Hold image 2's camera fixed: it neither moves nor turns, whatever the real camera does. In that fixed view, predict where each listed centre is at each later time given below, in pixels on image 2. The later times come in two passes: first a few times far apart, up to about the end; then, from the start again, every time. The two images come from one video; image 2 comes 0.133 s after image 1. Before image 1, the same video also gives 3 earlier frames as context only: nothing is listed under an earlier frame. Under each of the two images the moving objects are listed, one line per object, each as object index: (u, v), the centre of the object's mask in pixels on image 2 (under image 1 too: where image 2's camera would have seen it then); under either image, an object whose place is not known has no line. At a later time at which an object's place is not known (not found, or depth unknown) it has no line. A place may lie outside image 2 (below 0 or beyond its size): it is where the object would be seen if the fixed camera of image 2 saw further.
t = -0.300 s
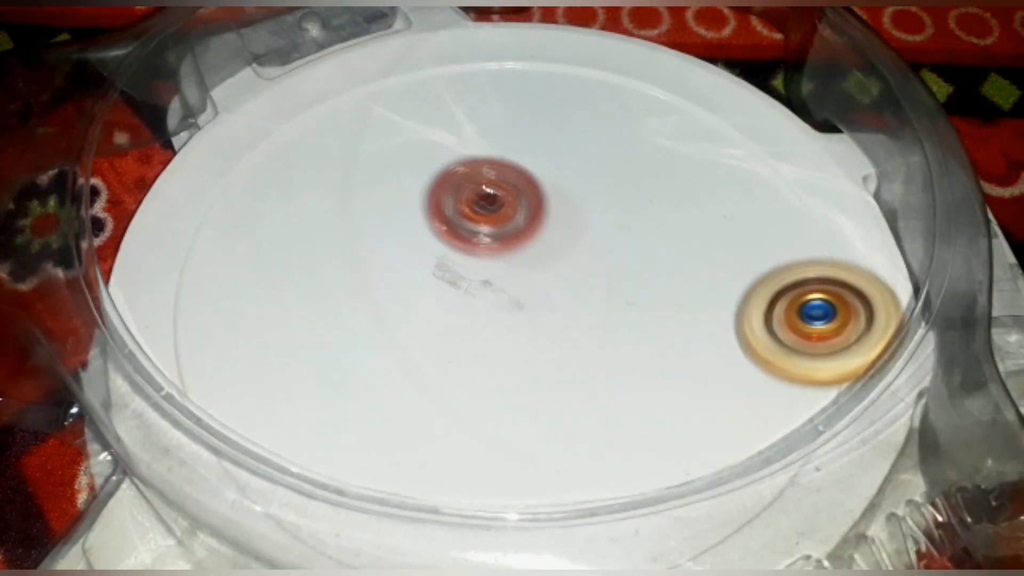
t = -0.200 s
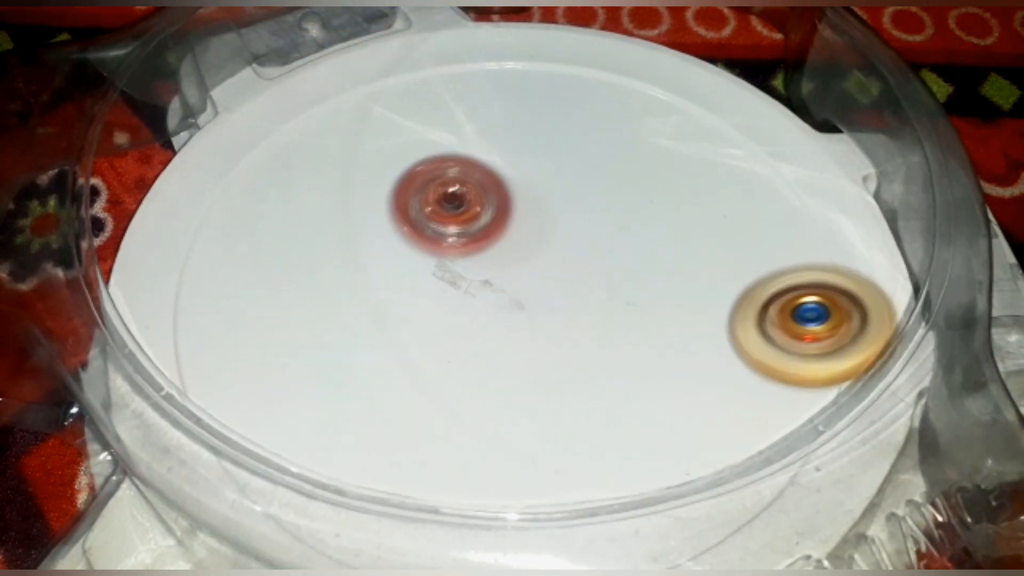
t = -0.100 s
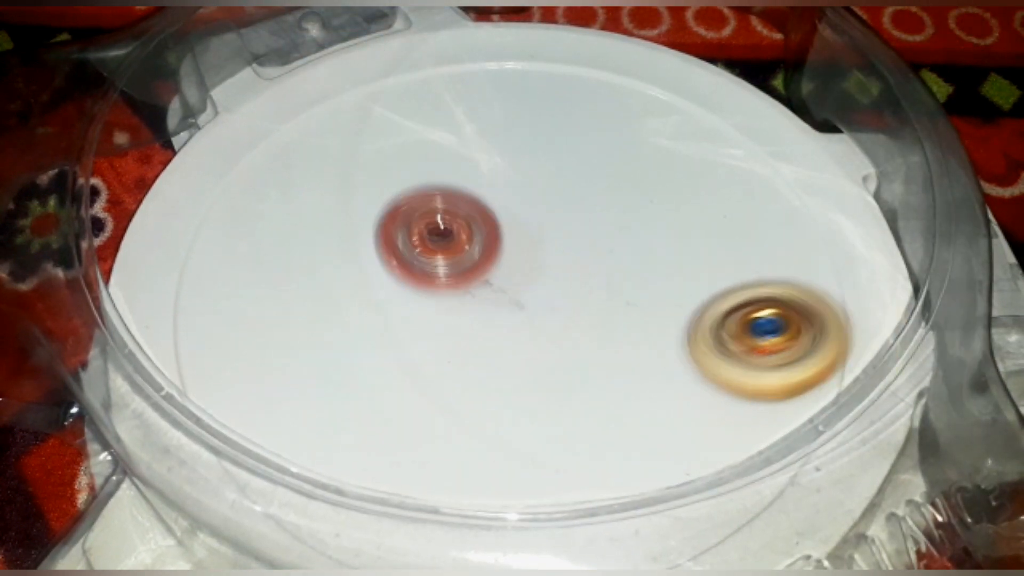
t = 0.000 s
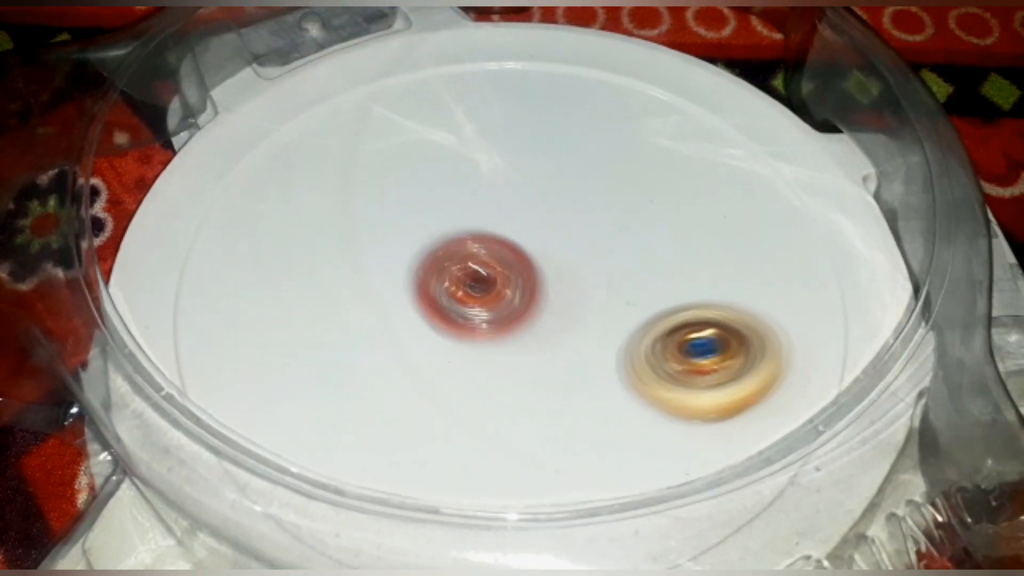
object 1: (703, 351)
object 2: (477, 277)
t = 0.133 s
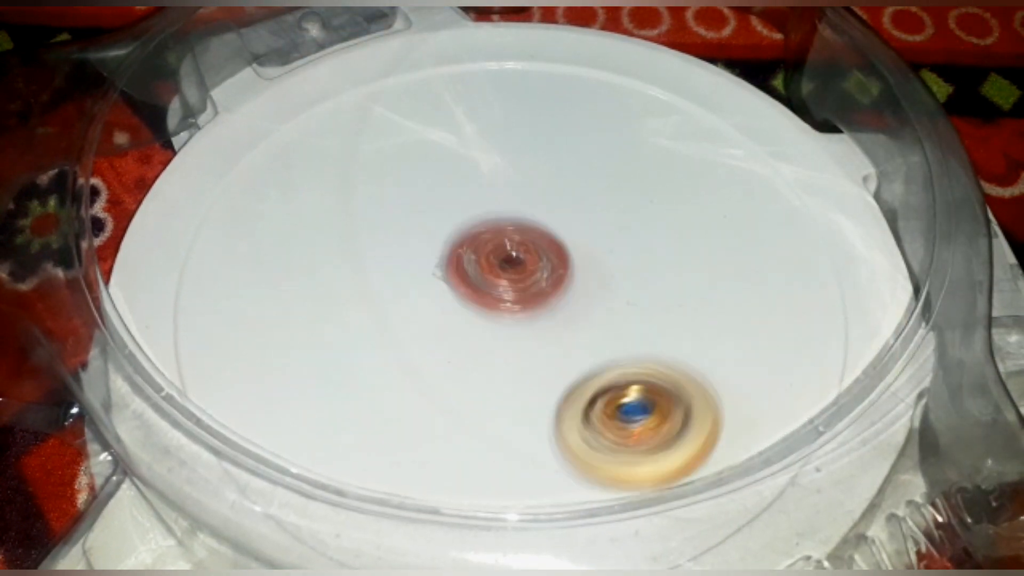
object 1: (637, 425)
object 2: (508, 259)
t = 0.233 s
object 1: (598, 455)
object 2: (465, 215)
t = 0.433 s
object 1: (506, 474)
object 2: (366, 235)
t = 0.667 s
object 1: (386, 465)
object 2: (493, 327)
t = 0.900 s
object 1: (323, 444)
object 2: (629, 200)
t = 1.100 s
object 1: (342, 376)
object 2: (629, 164)
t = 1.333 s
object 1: (414, 265)
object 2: (602, 207)
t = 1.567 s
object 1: (481, 175)
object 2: (643, 355)
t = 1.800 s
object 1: (538, 143)
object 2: (735, 394)
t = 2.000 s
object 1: (572, 174)
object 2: (610, 354)
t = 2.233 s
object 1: (615, 277)
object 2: (401, 378)
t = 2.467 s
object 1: (631, 391)
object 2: (326, 435)
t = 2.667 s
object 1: (613, 454)
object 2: (421, 415)
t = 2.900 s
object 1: (536, 445)
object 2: (488, 261)
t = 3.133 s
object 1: (418, 386)
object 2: (467, 169)
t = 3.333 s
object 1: (364, 318)
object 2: (429, 182)
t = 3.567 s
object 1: (332, 286)
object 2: (559, 249)
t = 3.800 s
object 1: (386, 276)
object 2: (694, 267)
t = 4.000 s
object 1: (484, 274)
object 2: (719, 263)
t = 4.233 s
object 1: (534, 263)
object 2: (688, 338)
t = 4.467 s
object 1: (547, 272)
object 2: (644, 410)
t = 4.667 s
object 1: (543, 300)
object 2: (539, 428)
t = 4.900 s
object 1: (540, 311)
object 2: (400, 457)
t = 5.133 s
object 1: (535, 317)
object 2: (359, 439)
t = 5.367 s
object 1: (573, 316)
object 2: (342, 342)
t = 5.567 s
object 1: (616, 294)
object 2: (297, 276)
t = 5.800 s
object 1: (620, 285)
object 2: (366, 229)
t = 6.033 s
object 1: (579, 306)
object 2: (502, 209)
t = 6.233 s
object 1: (549, 353)
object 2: (570, 181)
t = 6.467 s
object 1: (490, 378)
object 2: (617, 223)
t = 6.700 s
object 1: (444, 363)
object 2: (625, 327)
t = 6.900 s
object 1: (437, 327)
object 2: (581, 406)
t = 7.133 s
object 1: (465, 285)
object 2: (480, 440)
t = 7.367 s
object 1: (516, 267)
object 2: (406, 390)
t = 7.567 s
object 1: (562, 270)
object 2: (395, 315)
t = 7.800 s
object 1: (584, 299)
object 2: (429, 241)
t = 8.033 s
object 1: (562, 338)
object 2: (496, 216)
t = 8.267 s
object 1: (507, 359)
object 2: (578, 259)
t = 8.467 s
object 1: (458, 352)
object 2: (626, 304)
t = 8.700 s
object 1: (442, 320)
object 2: (621, 367)
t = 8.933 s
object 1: (462, 284)
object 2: (530, 396)
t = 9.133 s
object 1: (494, 256)
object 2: (464, 409)
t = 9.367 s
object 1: (541, 255)
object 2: (432, 361)
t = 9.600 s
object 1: (585, 285)
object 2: (433, 285)
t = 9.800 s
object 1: (594, 323)
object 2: (454, 247)
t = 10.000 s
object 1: (562, 354)
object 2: (507, 257)
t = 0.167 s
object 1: (626, 437)
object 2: (495, 240)
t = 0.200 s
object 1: (612, 447)
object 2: (481, 225)
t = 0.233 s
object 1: (598, 455)
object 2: (465, 215)
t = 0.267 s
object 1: (582, 460)
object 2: (447, 209)
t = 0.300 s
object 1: (566, 466)
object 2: (426, 205)
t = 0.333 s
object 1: (552, 469)
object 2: (407, 205)
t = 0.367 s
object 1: (537, 472)
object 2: (389, 211)
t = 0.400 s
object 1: (520, 473)
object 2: (375, 221)
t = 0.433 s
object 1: (506, 474)
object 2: (366, 235)
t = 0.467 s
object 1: (490, 474)
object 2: (363, 254)
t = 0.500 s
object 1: (475, 471)
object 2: (368, 274)
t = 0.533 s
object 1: (459, 469)
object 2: (380, 293)
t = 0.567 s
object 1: (443, 466)
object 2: (398, 313)
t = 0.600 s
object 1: (428, 462)
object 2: (421, 330)
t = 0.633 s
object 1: (410, 459)
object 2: (448, 340)
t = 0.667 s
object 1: (386, 465)
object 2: (493, 327)
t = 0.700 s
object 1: (366, 472)
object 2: (528, 301)
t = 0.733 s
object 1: (353, 472)
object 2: (559, 279)
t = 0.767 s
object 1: (340, 471)
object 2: (584, 259)
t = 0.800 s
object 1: (332, 468)
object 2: (602, 241)
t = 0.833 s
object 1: (327, 461)
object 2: (615, 224)
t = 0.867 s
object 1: (324, 455)
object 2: (624, 211)
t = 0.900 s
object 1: (323, 444)
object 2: (629, 200)
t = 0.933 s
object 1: (322, 438)
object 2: (632, 191)
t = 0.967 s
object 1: (322, 428)
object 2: (632, 184)
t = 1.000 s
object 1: (322, 418)
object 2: (630, 178)
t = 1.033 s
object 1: (326, 407)
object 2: (628, 172)
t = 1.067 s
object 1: (334, 391)
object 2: (627, 167)
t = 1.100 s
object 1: (342, 376)
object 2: (629, 164)
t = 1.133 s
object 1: (351, 359)
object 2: (629, 161)
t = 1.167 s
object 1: (362, 345)
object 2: (628, 160)
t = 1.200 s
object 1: (373, 325)
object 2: (624, 160)
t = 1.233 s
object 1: (383, 310)
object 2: (618, 166)
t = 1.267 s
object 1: (394, 294)
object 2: (610, 176)
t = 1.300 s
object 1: (403, 281)
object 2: (605, 190)
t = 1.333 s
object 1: (414, 265)
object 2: (602, 207)
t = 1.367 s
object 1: (424, 250)
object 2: (600, 226)
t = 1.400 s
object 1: (433, 236)
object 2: (601, 249)
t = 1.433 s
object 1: (444, 223)
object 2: (605, 272)
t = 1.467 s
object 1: (454, 210)
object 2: (611, 296)
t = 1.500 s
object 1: (462, 197)
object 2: (619, 319)
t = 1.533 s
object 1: (472, 184)
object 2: (630, 337)
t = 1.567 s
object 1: (481, 175)
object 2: (643, 355)
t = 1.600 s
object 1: (491, 164)
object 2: (658, 375)
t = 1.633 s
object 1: (499, 158)
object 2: (674, 389)
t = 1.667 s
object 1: (507, 153)
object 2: (688, 393)
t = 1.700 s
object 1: (515, 149)
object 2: (703, 400)
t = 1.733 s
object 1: (522, 146)
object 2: (717, 402)
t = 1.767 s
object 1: (530, 144)
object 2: (729, 401)
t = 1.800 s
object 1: (538, 143)
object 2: (735, 394)
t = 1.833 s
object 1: (545, 143)
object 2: (734, 387)
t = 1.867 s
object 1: (552, 146)
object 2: (721, 377)
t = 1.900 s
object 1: (558, 150)
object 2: (701, 369)
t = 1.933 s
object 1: (563, 156)
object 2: (675, 363)
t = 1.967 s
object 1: (567, 164)
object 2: (644, 357)
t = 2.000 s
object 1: (572, 174)
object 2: (610, 354)
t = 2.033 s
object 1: (577, 186)
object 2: (576, 353)
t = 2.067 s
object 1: (582, 199)
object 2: (542, 357)
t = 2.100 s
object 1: (590, 214)
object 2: (511, 358)
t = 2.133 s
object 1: (596, 229)
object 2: (481, 362)
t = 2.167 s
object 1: (604, 246)
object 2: (451, 370)
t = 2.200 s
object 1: (609, 261)
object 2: (425, 373)
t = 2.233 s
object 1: (615, 277)
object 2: (401, 378)
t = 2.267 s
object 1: (619, 294)
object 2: (380, 386)
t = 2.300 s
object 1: (622, 312)
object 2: (362, 394)
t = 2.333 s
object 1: (625, 328)
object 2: (346, 401)
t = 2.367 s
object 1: (628, 346)
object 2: (332, 410)
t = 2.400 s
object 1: (629, 360)
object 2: (322, 417)
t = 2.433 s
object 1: (629, 376)
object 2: (323, 429)
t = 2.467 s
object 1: (631, 391)
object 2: (326, 435)
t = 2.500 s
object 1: (631, 406)
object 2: (335, 441)
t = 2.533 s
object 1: (630, 430)
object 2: (348, 443)
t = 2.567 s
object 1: (627, 439)
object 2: (365, 442)
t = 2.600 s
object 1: (623, 446)
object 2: (383, 440)
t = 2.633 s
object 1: (619, 450)
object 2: (402, 432)
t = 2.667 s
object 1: (613, 454)
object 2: (421, 415)
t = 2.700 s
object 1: (605, 458)
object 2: (438, 387)
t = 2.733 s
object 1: (597, 459)
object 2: (453, 367)
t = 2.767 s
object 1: (588, 460)
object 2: (466, 346)
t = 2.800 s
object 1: (577, 460)
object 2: (477, 329)
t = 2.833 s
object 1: (565, 459)
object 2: (483, 307)
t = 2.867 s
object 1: (552, 451)
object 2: (487, 286)
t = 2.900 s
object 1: (536, 445)
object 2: (488, 261)
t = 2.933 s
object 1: (518, 439)
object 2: (489, 244)
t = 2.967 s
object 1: (498, 431)
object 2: (489, 228)
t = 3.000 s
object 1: (480, 423)
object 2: (486, 214)
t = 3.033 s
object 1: (464, 416)
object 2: (483, 200)
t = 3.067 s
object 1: (448, 406)
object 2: (479, 188)
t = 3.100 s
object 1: (432, 396)
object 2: (474, 178)
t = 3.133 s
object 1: (418, 386)
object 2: (467, 169)
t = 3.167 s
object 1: (406, 375)
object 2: (460, 162)
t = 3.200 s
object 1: (394, 363)
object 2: (452, 157)
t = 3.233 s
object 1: (385, 352)
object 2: (443, 156)
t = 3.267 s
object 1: (377, 341)
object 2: (435, 161)
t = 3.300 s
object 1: (369, 329)
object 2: (429, 168)
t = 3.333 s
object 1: (364, 318)
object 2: (429, 182)
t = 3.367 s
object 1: (359, 308)
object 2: (432, 198)
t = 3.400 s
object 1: (355, 298)
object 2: (441, 213)
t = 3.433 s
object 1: (343, 296)
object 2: (462, 223)
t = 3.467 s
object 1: (337, 293)
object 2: (487, 230)
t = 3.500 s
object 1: (334, 290)
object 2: (510, 238)
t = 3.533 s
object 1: (332, 288)
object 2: (536, 244)
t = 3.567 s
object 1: (332, 286)
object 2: (559, 249)
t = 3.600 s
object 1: (334, 284)
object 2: (583, 253)
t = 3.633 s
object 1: (338, 281)
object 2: (604, 256)
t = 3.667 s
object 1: (345, 280)
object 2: (625, 258)
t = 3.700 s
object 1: (353, 279)
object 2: (644, 263)
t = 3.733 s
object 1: (364, 278)
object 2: (662, 260)
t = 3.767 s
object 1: (375, 277)
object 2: (679, 266)
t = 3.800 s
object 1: (386, 276)
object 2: (694, 267)
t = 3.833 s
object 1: (400, 275)
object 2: (707, 261)
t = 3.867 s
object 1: (414, 275)
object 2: (719, 261)
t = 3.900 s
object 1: (431, 274)
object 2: (726, 260)
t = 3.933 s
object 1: (447, 274)
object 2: (730, 259)
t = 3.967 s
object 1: (466, 274)
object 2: (726, 260)
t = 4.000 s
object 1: (484, 274)
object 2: (719, 263)
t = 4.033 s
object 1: (502, 274)
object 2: (706, 267)
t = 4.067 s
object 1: (521, 272)
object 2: (690, 275)
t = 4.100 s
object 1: (533, 269)
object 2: (677, 285)
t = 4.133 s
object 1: (529, 267)
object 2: (684, 298)
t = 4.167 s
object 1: (530, 264)
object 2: (687, 311)
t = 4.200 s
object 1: (531, 263)
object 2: (688, 323)
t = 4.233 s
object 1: (534, 263)
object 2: (688, 338)
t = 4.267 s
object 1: (536, 263)
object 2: (686, 352)
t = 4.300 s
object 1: (539, 263)
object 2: (681, 365)
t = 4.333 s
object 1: (542, 264)
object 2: (677, 377)
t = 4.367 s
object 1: (544, 265)
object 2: (671, 387)
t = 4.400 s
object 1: (546, 267)
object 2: (664, 395)
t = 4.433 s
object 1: (546, 269)
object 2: (655, 404)
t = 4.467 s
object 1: (547, 272)
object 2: (644, 410)
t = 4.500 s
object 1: (547, 277)
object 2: (631, 415)
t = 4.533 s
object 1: (547, 281)
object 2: (615, 418)
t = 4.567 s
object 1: (547, 285)
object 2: (598, 424)
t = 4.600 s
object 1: (546, 289)
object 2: (577, 426)
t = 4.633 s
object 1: (544, 294)
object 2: (559, 428)
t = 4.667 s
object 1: (543, 300)
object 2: (539, 428)
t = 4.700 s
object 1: (541, 305)
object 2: (519, 427)
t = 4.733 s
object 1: (540, 309)
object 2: (498, 429)
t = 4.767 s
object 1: (543, 308)
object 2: (470, 439)
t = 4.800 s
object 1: (541, 308)
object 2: (449, 452)
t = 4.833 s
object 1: (541, 307)
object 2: (431, 455)
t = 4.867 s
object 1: (540, 310)
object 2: (414, 457)
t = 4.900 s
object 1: (540, 311)
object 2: (400, 457)
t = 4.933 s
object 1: (540, 311)
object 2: (389, 457)
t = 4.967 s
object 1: (539, 311)
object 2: (378, 456)
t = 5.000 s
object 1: (539, 312)
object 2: (370, 454)
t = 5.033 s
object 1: (538, 313)
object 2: (362, 451)
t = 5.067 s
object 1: (537, 315)
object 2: (357, 449)
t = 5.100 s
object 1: (536, 316)
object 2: (358, 444)
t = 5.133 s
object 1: (535, 317)
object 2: (359, 439)
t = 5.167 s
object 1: (533, 318)
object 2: (361, 433)
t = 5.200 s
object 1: (531, 319)
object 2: (366, 420)
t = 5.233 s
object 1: (530, 321)
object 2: (374, 404)
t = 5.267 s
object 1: (528, 322)
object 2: (382, 387)
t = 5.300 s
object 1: (532, 323)
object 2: (381, 369)
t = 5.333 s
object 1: (556, 319)
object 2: (359, 354)
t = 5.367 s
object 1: (573, 316)
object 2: (342, 342)
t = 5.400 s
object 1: (583, 311)
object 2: (329, 331)
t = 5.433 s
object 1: (592, 307)
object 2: (318, 319)
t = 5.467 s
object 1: (599, 303)
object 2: (309, 308)
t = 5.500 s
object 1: (605, 299)
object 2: (302, 296)
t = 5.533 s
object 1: (611, 296)
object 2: (298, 286)
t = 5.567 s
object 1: (616, 294)
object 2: (297, 276)
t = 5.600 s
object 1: (620, 291)
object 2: (297, 267)
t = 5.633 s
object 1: (623, 289)
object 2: (302, 259)
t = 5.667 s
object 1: (625, 287)
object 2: (310, 254)
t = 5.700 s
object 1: (625, 286)
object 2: (322, 247)
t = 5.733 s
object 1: (625, 285)
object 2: (334, 243)
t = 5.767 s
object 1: (623, 284)
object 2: (349, 238)
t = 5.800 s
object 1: (620, 285)
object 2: (366, 229)
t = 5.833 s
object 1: (616, 286)
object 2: (386, 231)
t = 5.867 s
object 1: (612, 287)
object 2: (405, 222)
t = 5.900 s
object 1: (606, 289)
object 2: (427, 226)
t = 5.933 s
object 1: (599, 291)
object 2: (445, 219)
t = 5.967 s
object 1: (591, 294)
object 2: (465, 224)
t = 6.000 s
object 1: (583, 296)
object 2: (486, 217)
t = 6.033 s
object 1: (579, 306)
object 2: (502, 209)
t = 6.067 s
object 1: (575, 317)
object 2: (512, 200)
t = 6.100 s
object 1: (570, 325)
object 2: (524, 194)
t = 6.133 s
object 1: (566, 332)
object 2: (537, 188)
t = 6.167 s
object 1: (560, 340)
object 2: (547, 185)
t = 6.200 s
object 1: (555, 347)
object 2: (559, 182)
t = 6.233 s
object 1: (549, 353)
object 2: (570, 181)
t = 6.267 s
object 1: (541, 359)
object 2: (578, 181)
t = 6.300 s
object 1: (533, 364)
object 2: (587, 183)
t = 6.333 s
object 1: (524, 368)
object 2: (595, 188)
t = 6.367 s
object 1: (514, 372)
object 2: (601, 194)
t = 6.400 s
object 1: (506, 375)
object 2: (607, 203)
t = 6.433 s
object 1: (497, 376)
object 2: (612, 212)
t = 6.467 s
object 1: (490, 378)
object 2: (617, 223)
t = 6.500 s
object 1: (482, 377)
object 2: (622, 236)
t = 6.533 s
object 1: (474, 377)
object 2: (625, 251)
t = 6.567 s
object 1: (466, 376)
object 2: (628, 266)
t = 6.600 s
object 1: (458, 374)
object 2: (627, 283)
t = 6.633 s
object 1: (453, 371)
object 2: (627, 298)
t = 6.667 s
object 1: (448, 367)
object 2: (628, 312)
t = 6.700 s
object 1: (444, 363)
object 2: (625, 327)
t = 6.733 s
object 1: (439, 358)
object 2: (622, 341)
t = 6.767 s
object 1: (437, 353)
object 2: (617, 354)
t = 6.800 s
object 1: (436, 347)
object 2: (610, 368)
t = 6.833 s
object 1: (436, 341)
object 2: (603, 382)
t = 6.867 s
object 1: (436, 334)
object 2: (594, 394)
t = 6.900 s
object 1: (437, 327)
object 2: (581, 406)
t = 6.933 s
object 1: (439, 321)
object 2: (568, 417)
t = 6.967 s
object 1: (442, 314)
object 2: (553, 425)
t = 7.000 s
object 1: (445, 308)
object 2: (537, 432)
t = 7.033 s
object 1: (449, 302)
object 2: (522, 438)
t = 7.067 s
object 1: (454, 296)
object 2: (509, 440)
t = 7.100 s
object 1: (458, 290)
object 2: (495, 440)
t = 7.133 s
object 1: (465, 285)
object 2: (480, 440)
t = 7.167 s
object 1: (472, 280)
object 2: (466, 447)
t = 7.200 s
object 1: (478, 277)
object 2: (451, 434)
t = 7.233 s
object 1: (485, 274)
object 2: (441, 429)
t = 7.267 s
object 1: (493, 270)
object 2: (431, 420)
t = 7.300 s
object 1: (501, 268)
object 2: (420, 413)
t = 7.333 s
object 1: (509, 265)
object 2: (412, 402)
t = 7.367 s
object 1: (516, 267)
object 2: (406, 390)
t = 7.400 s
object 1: (525, 264)
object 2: (400, 379)
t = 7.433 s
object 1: (534, 264)
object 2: (396, 368)
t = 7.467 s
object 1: (542, 264)
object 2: (393, 354)
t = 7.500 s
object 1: (549, 265)
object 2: (392, 340)
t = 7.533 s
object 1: (556, 267)
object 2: (393, 326)
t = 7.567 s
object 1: (562, 270)
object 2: (395, 315)
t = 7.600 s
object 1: (568, 272)
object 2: (394, 310)
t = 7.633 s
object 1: (573, 275)
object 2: (398, 299)
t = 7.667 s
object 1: (577, 279)
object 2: (403, 279)
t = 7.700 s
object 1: (581, 283)
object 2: (407, 269)
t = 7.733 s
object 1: (583, 288)
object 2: (414, 259)
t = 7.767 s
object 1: (584, 293)
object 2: (420, 249)
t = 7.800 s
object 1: (584, 299)
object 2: (429, 241)
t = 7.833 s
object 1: (583, 304)
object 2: (439, 233)
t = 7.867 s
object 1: (582, 310)
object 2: (447, 228)
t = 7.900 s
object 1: (579, 315)
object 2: (457, 222)
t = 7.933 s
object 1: (576, 321)
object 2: (466, 218)
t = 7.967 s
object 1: (572, 327)
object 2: (477, 214)
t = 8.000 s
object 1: (568, 333)
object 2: (487, 215)
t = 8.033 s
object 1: (562, 338)
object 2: (496, 216)
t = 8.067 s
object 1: (556, 343)
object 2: (507, 219)
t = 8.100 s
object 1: (549, 348)
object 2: (518, 221)
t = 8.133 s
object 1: (542, 351)
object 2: (529, 225)
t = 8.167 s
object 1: (534, 354)
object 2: (542, 230)
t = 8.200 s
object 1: (524, 357)
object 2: (553, 236)
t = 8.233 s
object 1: (515, 359)
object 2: (566, 244)
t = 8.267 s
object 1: (507, 359)
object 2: (578, 259)
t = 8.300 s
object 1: (497, 360)
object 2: (588, 259)
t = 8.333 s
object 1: (488, 360)
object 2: (598, 266)
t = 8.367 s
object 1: (480, 359)
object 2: (607, 275)
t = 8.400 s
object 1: (472, 356)
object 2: (615, 284)
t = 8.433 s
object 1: (464, 355)
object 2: (621, 293)
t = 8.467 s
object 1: (458, 352)
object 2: (626, 304)
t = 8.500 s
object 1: (454, 348)
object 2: (632, 315)
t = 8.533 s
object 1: (449, 345)
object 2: (633, 324)
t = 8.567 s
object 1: (446, 341)
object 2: (635, 335)
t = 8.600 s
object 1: (444, 336)
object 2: (636, 345)
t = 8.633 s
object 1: (441, 330)
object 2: (633, 352)
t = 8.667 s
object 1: (441, 326)
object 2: (628, 359)
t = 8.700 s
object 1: (442, 320)
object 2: (621, 367)
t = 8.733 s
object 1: (443, 316)
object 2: (611, 372)
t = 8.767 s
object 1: (445, 311)
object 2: (601, 377)
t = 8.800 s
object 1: (447, 306)
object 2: (589, 381)
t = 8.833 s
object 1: (450, 302)
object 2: (575, 384)
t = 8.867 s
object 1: (454, 297)
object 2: (561, 386)
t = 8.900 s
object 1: (458, 292)
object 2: (545, 389)
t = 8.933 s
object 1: (462, 284)
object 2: (530, 396)
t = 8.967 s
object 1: (465, 278)
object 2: (517, 402)
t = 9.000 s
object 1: (470, 272)
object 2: (507, 406)
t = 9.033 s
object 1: (475, 268)
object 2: (495, 410)
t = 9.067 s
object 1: (482, 263)
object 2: (484, 411)
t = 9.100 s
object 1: (488, 259)
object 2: (473, 412)
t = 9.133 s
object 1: (494, 256)
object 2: (464, 409)
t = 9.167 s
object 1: (501, 254)
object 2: (455, 406)
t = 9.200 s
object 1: (507, 252)
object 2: (448, 402)
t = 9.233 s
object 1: (515, 251)
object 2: (443, 397)
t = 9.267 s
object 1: (522, 251)
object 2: (438, 390)
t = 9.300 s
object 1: (528, 251)
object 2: (436, 381)
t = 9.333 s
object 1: (535, 252)
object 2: (432, 373)
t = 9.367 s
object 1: (541, 255)
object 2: (432, 361)
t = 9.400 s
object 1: (546, 257)
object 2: (431, 352)
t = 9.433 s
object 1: (552, 261)
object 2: (433, 338)
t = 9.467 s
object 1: (557, 265)
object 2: (435, 325)
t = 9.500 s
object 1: (565, 270)
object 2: (437, 314)
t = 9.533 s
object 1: (573, 275)
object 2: (433, 305)
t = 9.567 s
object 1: (579, 280)
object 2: (433, 295)
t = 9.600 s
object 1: (585, 285)
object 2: (433, 285)
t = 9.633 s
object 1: (589, 292)
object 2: (434, 276)
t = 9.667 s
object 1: (593, 297)
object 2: (435, 268)
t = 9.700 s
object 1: (594, 303)
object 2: (439, 261)
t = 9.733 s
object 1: (595, 310)
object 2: (443, 255)
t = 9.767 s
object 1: (595, 317)
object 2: (449, 251)
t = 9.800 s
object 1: (594, 323)
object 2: (454, 247)
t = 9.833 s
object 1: (592, 328)
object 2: (461, 244)
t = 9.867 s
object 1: (588, 335)
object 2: (468, 243)
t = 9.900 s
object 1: (583, 341)
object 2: (476, 243)
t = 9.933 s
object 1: (577, 346)
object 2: (486, 254)
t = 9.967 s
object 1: (569, 350)
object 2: (495, 255)
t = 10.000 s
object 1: (562, 354)
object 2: (507, 257)
